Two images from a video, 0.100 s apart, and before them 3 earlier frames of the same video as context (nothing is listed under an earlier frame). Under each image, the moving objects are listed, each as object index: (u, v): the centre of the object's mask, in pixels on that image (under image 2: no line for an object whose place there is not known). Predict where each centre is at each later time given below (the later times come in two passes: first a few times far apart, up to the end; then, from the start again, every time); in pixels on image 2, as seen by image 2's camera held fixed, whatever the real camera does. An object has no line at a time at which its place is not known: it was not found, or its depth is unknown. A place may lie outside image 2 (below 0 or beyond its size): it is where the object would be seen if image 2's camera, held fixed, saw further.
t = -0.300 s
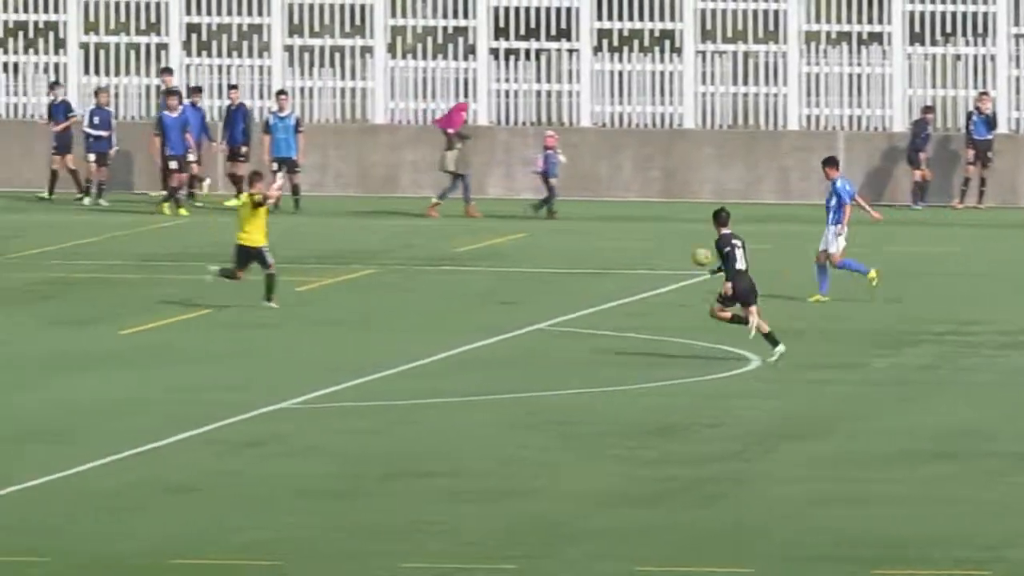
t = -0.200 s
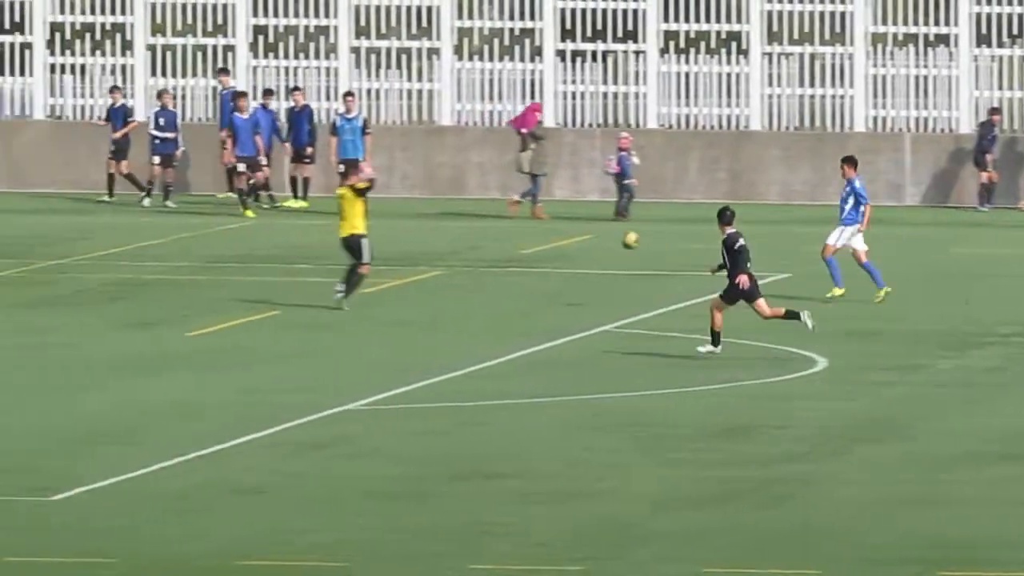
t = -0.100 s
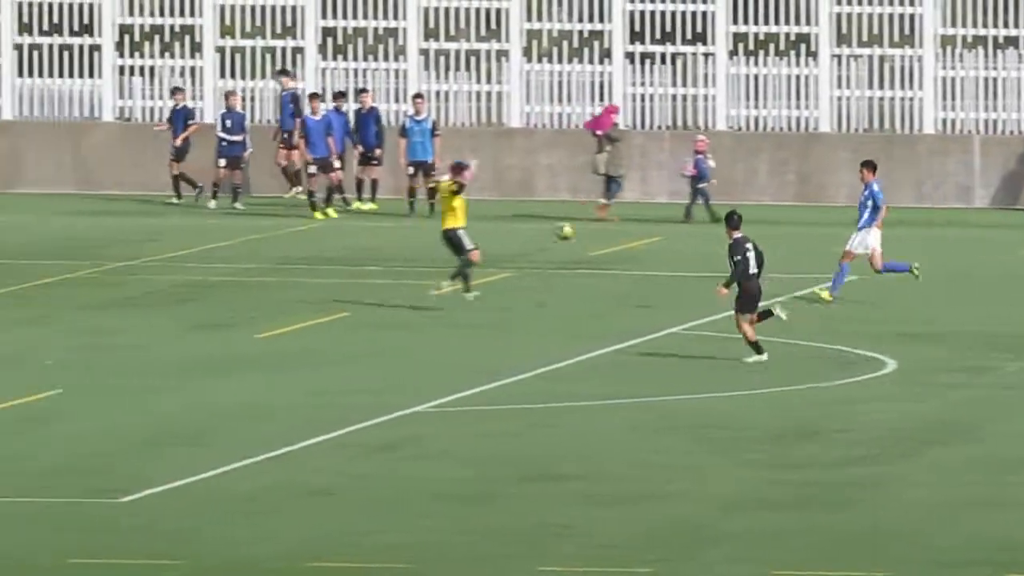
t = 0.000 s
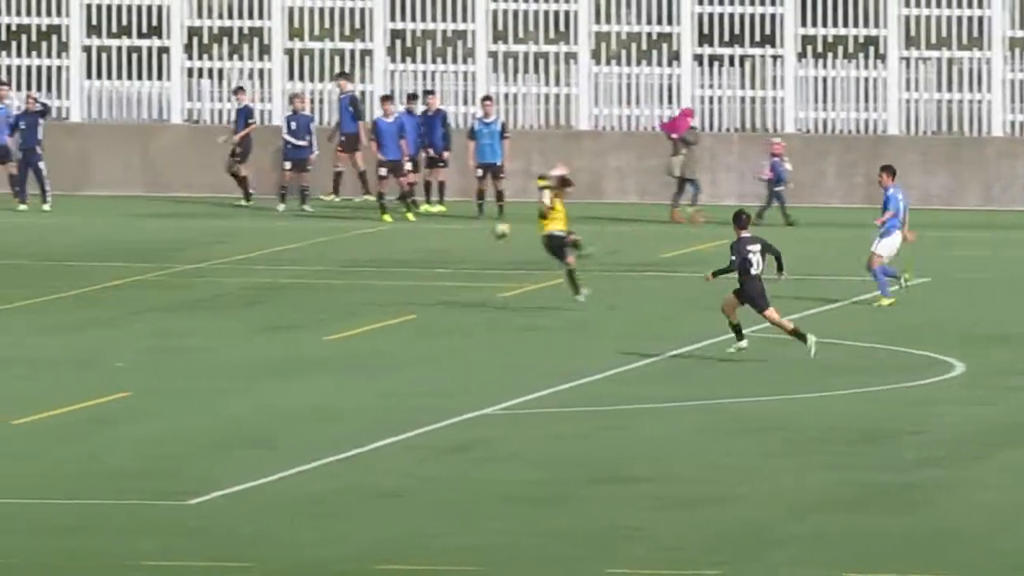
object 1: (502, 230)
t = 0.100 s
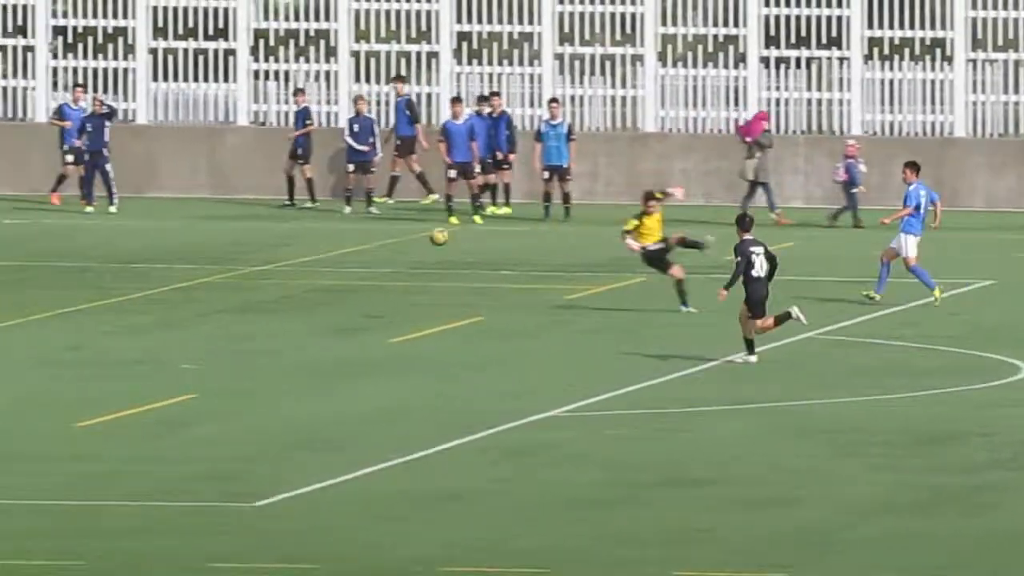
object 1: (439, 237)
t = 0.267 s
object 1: (233, 263)
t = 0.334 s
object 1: (149, 278)
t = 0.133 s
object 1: (396, 240)
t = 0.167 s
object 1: (356, 245)
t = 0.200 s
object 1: (315, 250)
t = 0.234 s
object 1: (273, 256)
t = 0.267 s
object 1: (233, 263)
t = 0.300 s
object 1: (192, 270)
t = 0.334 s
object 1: (149, 278)
